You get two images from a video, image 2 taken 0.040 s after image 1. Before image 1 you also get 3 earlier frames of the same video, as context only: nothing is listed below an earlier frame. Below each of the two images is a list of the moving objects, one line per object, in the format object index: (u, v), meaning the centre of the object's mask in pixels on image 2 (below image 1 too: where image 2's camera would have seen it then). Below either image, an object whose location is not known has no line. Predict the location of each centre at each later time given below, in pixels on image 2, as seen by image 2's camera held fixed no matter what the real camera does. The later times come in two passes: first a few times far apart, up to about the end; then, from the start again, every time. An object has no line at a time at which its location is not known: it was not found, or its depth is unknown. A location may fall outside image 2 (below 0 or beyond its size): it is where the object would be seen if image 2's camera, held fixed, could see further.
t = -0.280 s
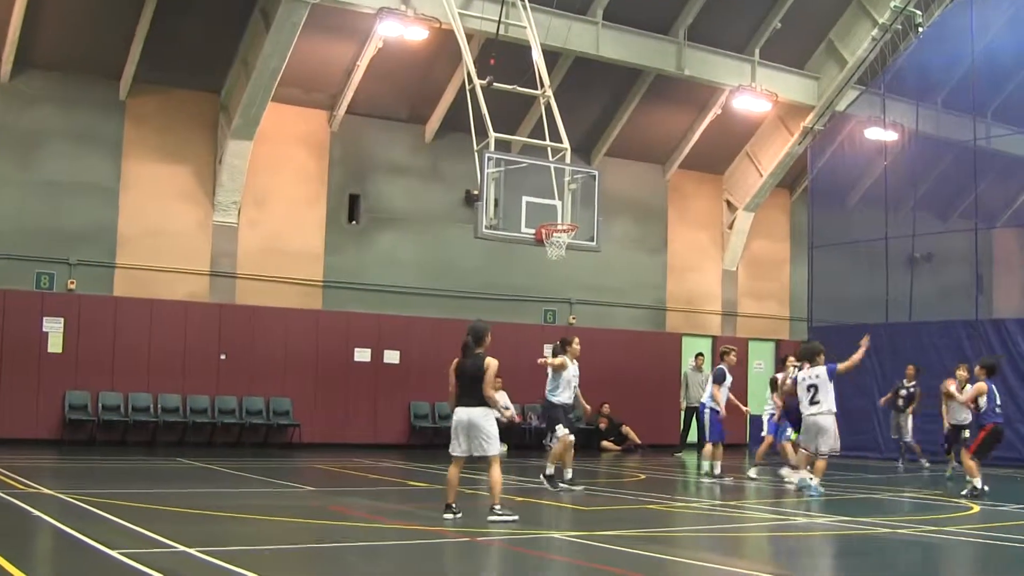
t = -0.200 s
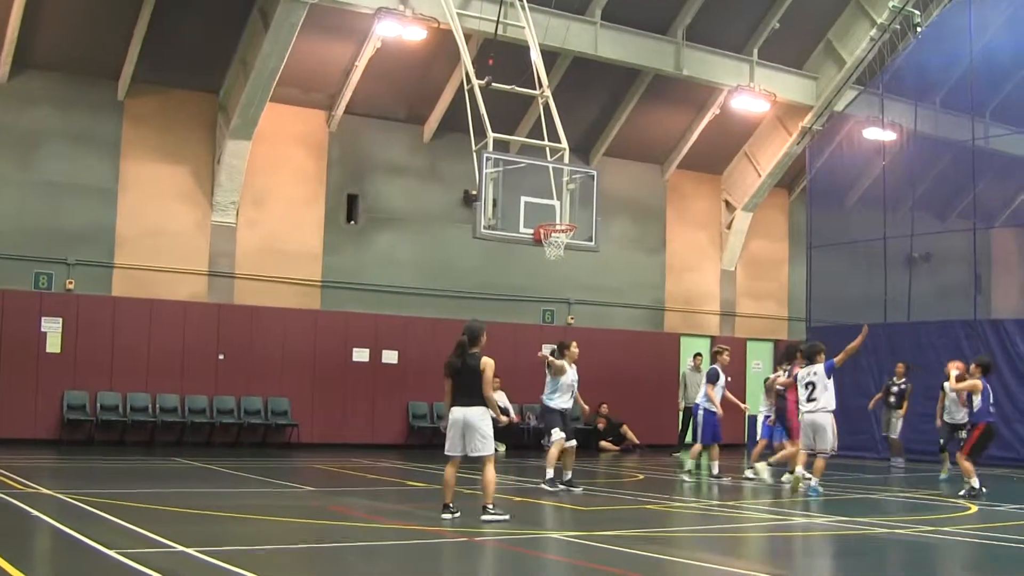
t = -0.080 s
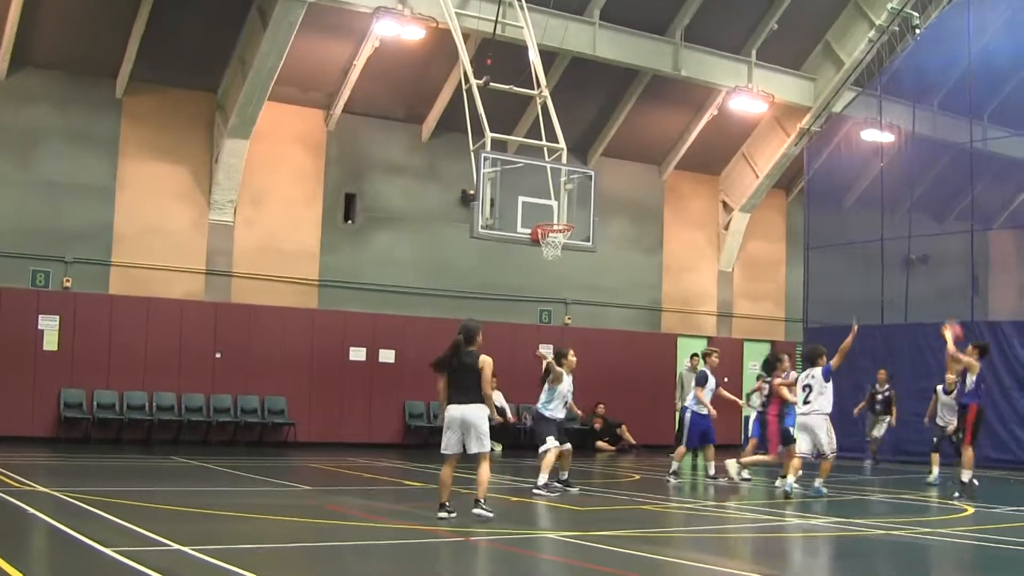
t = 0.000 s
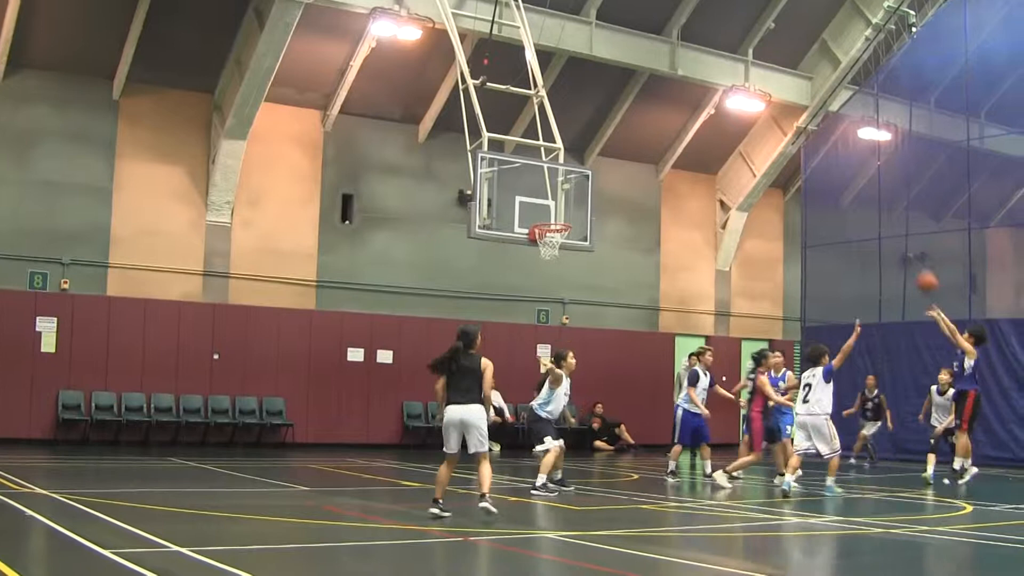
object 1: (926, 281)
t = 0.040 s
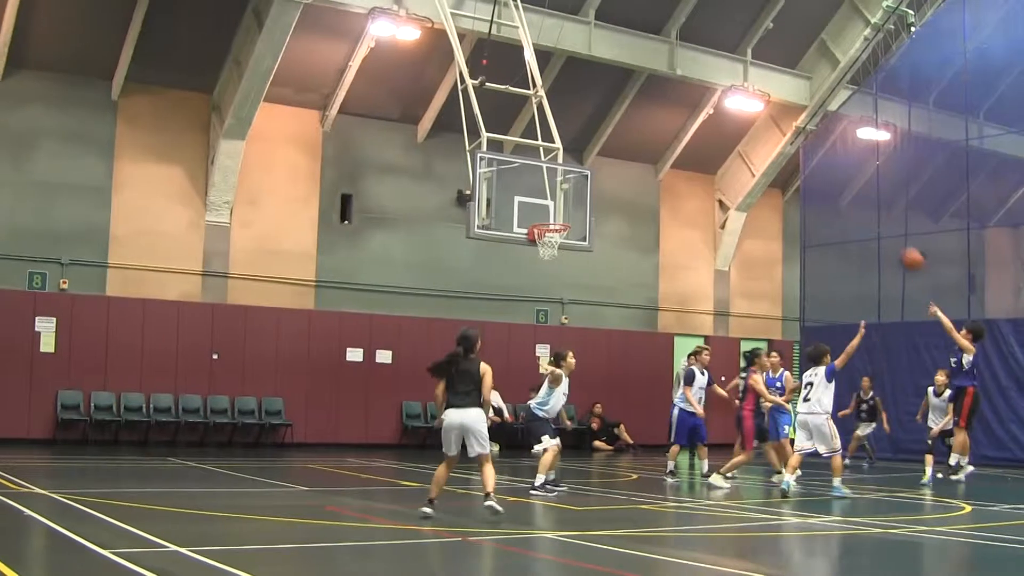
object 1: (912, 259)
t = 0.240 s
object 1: (846, 166)
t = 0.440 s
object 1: (784, 117)
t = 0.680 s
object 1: (713, 100)
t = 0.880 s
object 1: (659, 119)
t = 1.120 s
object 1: (597, 184)
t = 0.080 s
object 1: (899, 238)
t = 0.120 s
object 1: (884, 218)
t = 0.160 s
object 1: (871, 197)
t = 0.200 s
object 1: (858, 182)
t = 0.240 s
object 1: (846, 166)
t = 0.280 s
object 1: (833, 154)
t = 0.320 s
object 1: (820, 143)
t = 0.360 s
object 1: (808, 132)
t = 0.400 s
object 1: (796, 126)
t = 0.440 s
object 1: (784, 117)
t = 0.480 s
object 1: (773, 111)
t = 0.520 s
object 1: (764, 109)
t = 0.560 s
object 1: (749, 101)
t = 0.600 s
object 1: (738, 99)
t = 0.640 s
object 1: (724, 96)
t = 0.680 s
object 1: (713, 100)
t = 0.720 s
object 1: (702, 101)
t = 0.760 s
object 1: (689, 103)
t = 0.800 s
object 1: (680, 109)
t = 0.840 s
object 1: (669, 113)
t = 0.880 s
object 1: (659, 119)
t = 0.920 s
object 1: (647, 127)
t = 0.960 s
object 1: (633, 136)
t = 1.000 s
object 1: (626, 145)
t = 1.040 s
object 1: (619, 157)
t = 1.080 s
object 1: (605, 171)
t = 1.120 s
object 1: (597, 184)
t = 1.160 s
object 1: (586, 199)
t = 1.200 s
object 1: (575, 214)
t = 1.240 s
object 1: (577, 218)
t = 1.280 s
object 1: (589, 215)
